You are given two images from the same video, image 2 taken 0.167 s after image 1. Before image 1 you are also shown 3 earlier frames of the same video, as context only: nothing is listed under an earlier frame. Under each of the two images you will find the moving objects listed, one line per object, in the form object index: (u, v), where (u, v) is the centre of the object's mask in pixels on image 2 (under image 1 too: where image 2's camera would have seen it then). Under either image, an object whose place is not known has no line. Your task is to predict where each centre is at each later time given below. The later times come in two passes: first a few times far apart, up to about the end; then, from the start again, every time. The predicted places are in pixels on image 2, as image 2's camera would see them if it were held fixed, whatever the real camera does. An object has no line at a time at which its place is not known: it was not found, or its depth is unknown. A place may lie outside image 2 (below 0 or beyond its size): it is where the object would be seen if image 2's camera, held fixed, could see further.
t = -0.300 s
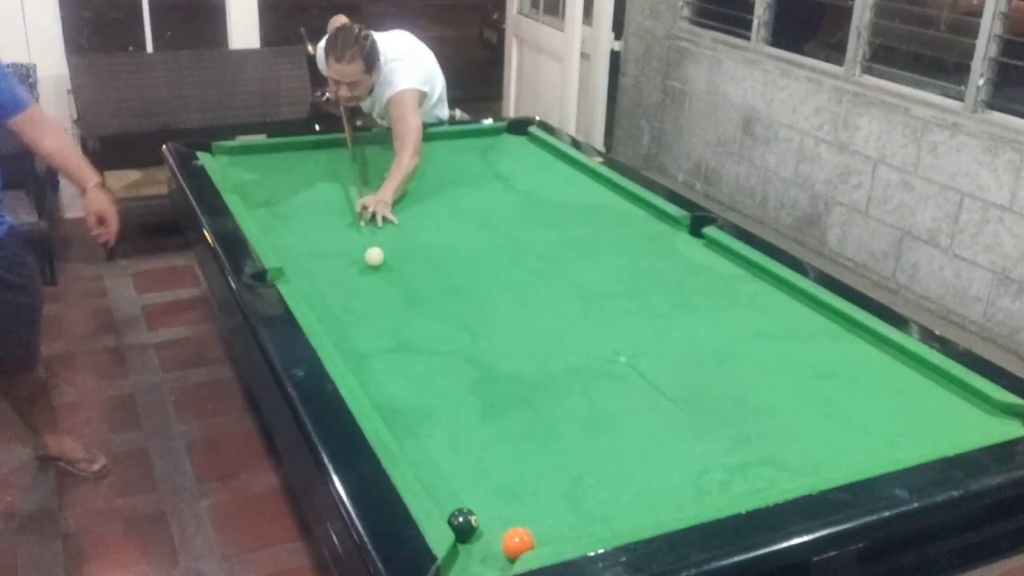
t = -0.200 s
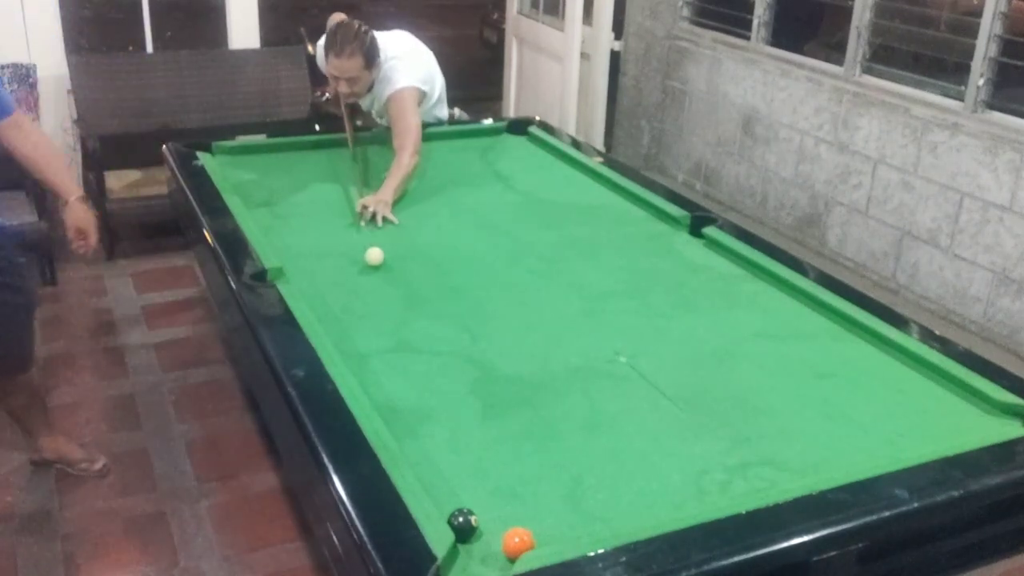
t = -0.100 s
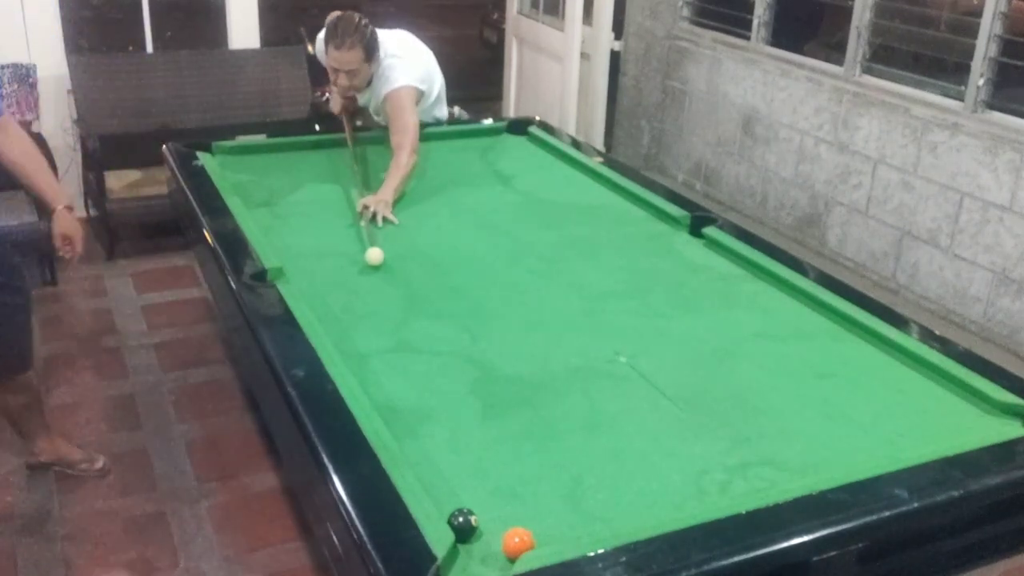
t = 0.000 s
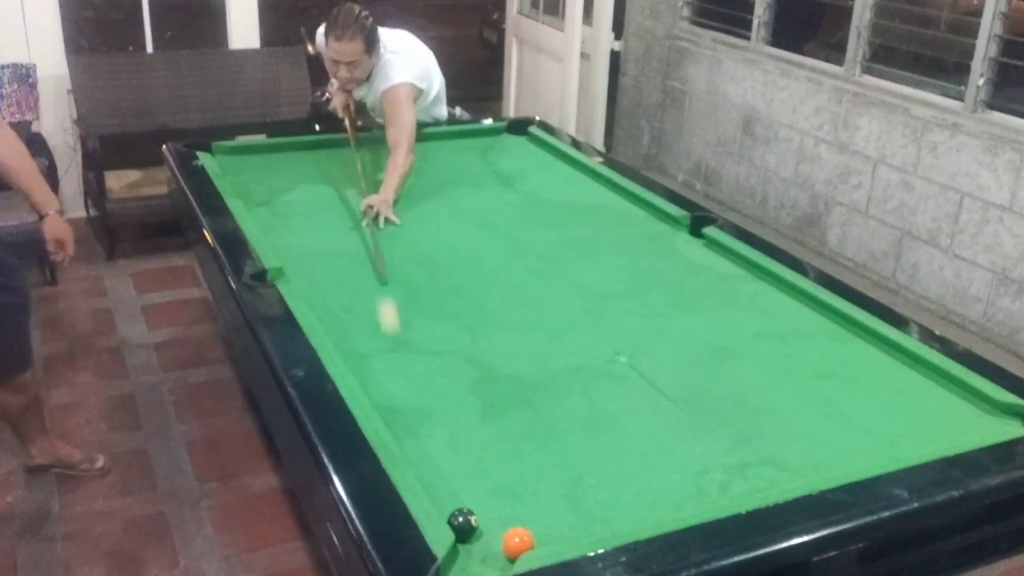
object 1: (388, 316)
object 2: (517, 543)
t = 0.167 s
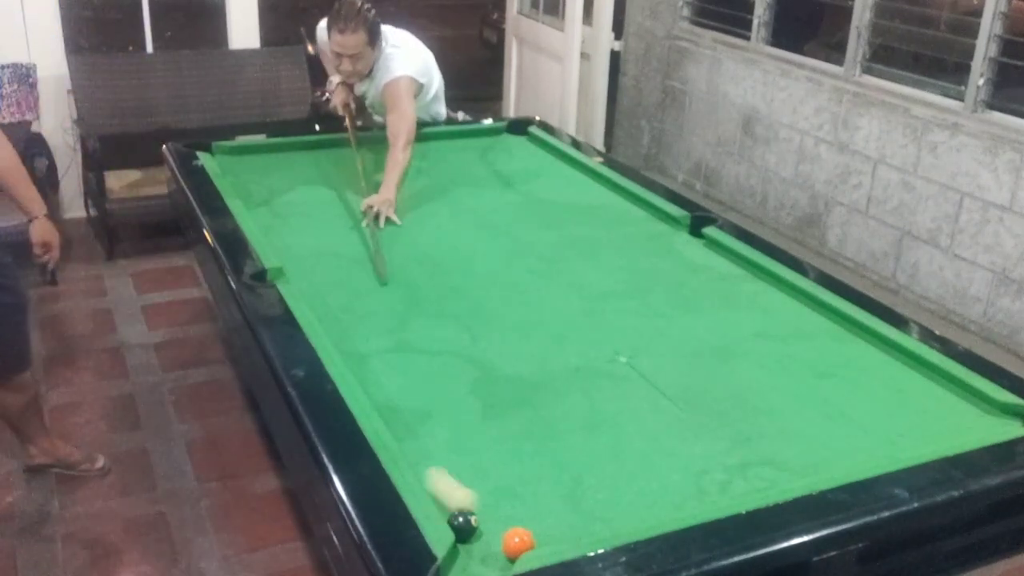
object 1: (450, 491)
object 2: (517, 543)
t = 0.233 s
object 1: (520, 506)
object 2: (529, 539)
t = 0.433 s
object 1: (666, 499)
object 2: (592, 520)
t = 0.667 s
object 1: (756, 452)
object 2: (648, 499)
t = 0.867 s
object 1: (819, 416)
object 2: (691, 482)
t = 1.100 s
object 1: (883, 380)
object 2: (736, 463)
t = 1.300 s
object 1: (889, 358)
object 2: (771, 448)
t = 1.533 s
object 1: (814, 345)
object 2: (808, 432)
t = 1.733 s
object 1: (754, 335)
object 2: (837, 420)
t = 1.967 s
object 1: (686, 323)
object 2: (868, 406)
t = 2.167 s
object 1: (632, 313)
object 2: (891, 396)
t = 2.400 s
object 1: (572, 303)
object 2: (917, 385)
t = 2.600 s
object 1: (524, 295)
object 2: (937, 377)
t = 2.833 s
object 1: (470, 285)
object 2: (920, 378)
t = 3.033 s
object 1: (426, 277)
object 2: (905, 380)
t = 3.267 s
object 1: (378, 269)
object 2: (889, 381)
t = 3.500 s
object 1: (331, 261)
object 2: (873, 383)
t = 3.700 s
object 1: (295, 255)
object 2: (862, 385)
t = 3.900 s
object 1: (288, 248)
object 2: (849, 385)
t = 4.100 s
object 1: (298, 242)
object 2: (840, 387)
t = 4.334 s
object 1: (310, 235)
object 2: (829, 388)
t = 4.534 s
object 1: (319, 230)
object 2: (820, 389)
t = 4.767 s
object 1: (328, 224)
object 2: (811, 391)
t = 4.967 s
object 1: (335, 220)
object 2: (806, 393)
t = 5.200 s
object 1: (343, 216)
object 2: (800, 395)
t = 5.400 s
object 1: (349, 212)
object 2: (795, 396)
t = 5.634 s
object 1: (356, 210)
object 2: (791, 396)
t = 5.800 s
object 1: (360, 207)
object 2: (788, 397)
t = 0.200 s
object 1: (485, 504)
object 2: (517, 542)
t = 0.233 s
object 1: (520, 506)
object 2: (529, 539)
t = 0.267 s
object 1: (551, 508)
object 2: (545, 536)
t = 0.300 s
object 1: (580, 509)
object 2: (557, 533)
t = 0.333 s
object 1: (606, 511)
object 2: (565, 529)
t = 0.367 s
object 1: (631, 510)
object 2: (575, 526)
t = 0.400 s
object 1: (652, 506)
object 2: (583, 523)
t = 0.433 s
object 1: (666, 499)
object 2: (592, 520)
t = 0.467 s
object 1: (681, 493)
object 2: (600, 517)
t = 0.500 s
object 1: (695, 487)
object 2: (609, 514)
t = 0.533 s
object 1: (708, 479)
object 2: (617, 511)
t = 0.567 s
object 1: (720, 472)
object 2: (625, 508)
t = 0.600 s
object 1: (732, 465)
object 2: (633, 505)
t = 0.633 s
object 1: (744, 459)
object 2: (640, 502)
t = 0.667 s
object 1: (756, 452)
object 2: (648, 499)
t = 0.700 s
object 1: (767, 445)
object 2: (656, 496)
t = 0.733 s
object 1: (778, 439)
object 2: (663, 494)
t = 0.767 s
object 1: (789, 433)
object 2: (670, 491)
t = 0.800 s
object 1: (799, 427)
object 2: (678, 488)
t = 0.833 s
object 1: (809, 422)
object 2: (684, 485)
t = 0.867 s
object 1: (819, 416)
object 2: (691, 482)
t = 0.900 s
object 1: (829, 411)
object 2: (698, 478)
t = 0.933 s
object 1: (838, 405)
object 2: (705, 476)
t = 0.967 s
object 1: (848, 400)
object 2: (711, 473)
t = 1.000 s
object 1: (857, 395)
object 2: (717, 470)
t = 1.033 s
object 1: (865, 390)
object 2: (724, 468)
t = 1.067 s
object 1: (874, 385)
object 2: (730, 465)
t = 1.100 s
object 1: (883, 380)
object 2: (736, 463)
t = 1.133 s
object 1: (892, 375)
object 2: (742, 460)
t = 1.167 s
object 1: (900, 371)
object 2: (748, 457)
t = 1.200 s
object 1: (908, 366)
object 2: (754, 455)
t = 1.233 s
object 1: (912, 363)
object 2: (760, 452)
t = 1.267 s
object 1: (901, 360)
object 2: (766, 450)
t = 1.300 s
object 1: (889, 358)
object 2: (771, 448)
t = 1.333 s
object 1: (878, 356)
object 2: (777, 446)
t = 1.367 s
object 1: (867, 355)
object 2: (782, 443)
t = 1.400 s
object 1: (856, 353)
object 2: (788, 441)
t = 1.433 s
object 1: (845, 351)
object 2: (792, 439)
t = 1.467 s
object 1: (835, 349)
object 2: (798, 436)
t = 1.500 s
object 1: (825, 347)
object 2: (803, 434)
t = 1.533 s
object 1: (814, 345)
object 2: (808, 432)
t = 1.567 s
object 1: (804, 344)
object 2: (813, 430)
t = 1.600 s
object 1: (794, 342)
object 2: (818, 427)
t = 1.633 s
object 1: (783, 340)
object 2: (822, 425)
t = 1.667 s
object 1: (774, 338)
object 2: (828, 424)
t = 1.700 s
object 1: (764, 336)
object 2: (832, 421)
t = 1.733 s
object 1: (754, 335)
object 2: (837, 420)
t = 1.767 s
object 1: (744, 333)
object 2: (841, 417)
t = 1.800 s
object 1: (734, 331)
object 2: (846, 415)
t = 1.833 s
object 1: (724, 330)
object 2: (850, 413)
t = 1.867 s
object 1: (715, 328)
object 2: (855, 411)
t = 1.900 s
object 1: (705, 326)
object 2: (859, 410)
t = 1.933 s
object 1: (696, 325)
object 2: (864, 407)
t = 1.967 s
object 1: (686, 323)
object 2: (868, 406)
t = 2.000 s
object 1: (677, 321)
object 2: (871, 404)
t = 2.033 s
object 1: (667, 320)
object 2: (875, 403)
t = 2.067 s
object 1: (659, 318)
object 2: (879, 401)
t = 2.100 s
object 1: (650, 316)
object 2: (883, 399)
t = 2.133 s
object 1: (641, 315)
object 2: (887, 397)
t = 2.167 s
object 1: (632, 313)
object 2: (891, 396)
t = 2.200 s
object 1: (623, 312)
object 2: (895, 394)
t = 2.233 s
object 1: (614, 310)
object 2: (899, 393)
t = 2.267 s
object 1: (606, 309)
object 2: (903, 391)
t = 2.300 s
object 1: (597, 308)
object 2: (906, 390)
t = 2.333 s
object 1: (589, 306)
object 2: (911, 388)
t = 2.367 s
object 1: (580, 305)
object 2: (914, 387)
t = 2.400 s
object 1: (572, 303)
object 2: (917, 385)
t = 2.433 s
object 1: (564, 302)
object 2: (921, 384)
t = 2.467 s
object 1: (556, 301)
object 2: (924, 383)
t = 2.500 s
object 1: (547, 299)
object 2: (928, 381)
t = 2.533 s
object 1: (539, 298)
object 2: (931, 380)
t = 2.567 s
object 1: (531, 296)
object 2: (935, 378)
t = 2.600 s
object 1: (524, 295)
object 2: (937, 377)
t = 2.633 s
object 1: (515, 293)
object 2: (936, 377)
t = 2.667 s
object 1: (508, 292)
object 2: (933, 377)
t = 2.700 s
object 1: (500, 291)
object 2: (930, 377)
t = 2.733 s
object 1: (492, 289)
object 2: (928, 378)
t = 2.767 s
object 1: (485, 288)
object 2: (925, 378)
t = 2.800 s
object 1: (477, 286)
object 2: (923, 378)
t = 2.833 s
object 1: (470, 285)
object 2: (920, 378)
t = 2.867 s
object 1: (462, 284)
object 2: (917, 378)
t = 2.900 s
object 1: (455, 282)
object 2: (915, 379)
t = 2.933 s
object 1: (448, 281)
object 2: (912, 379)
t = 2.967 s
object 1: (440, 280)
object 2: (910, 379)
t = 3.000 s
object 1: (434, 279)
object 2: (908, 380)
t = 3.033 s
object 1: (426, 277)
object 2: (905, 380)
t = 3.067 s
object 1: (419, 276)
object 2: (903, 380)
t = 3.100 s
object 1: (412, 275)
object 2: (900, 380)
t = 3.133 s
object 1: (405, 274)
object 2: (898, 380)
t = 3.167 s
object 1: (398, 273)
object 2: (896, 380)
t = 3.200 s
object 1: (391, 271)
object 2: (893, 381)
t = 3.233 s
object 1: (384, 270)
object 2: (891, 381)
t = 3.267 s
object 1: (378, 269)
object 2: (889, 381)
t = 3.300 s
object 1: (371, 268)
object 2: (886, 382)
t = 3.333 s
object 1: (364, 267)
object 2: (884, 382)
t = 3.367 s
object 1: (357, 266)
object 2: (882, 382)
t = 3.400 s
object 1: (351, 264)
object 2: (880, 383)
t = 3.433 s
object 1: (344, 263)
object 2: (878, 383)
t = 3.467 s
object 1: (338, 262)
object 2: (876, 383)
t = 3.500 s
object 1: (331, 261)
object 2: (873, 383)
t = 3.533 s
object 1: (325, 260)
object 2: (872, 384)
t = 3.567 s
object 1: (319, 259)
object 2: (869, 384)
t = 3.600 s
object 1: (313, 258)
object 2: (867, 384)
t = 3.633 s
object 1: (307, 257)
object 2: (865, 384)
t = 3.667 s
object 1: (301, 256)
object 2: (863, 384)
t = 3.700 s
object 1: (295, 255)
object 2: (862, 385)
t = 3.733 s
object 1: (289, 254)
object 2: (860, 385)
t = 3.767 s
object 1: (283, 252)
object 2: (858, 385)
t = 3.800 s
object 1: (284, 251)
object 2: (856, 385)
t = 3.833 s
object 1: (285, 250)
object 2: (854, 385)
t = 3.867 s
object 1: (286, 249)
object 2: (852, 385)
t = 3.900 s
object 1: (288, 248)
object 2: (849, 385)
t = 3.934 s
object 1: (290, 247)
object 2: (848, 386)
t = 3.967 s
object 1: (291, 246)
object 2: (847, 386)
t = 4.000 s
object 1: (293, 245)
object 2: (845, 386)
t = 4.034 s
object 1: (295, 244)
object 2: (843, 386)
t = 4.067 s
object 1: (297, 243)
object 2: (841, 386)
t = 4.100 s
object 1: (298, 242)
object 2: (840, 387)
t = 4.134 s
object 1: (300, 241)
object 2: (838, 387)
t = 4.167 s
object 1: (301, 240)
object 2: (836, 387)
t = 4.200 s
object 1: (303, 239)
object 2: (835, 387)
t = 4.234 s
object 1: (305, 238)
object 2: (833, 388)
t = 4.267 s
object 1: (306, 237)
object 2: (832, 388)
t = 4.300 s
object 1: (308, 236)
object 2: (831, 388)
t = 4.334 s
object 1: (310, 235)
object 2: (829, 388)
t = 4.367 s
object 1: (311, 234)
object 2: (827, 388)
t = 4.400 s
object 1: (313, 233)
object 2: (825, 388)
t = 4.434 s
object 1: (314, 232)
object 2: (825, 389)
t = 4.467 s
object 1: (316, 232)
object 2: (823, 389)
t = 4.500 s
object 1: (317, 231)
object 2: (822, 389)
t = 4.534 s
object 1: (319, 230)
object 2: (820, 389)
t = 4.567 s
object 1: (320, 229)
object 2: (819, 390)
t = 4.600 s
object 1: (321, 228)
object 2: (818, 390)
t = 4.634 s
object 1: (323, 228)
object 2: (816, 390)
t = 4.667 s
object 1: (324, 227)
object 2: (815, 390)
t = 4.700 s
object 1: (325, 226)
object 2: (814, 391)
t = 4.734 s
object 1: (327, 225)
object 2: (813, 391)
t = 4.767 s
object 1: (328, 224)
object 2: (811, 391)
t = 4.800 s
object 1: (329, 224)
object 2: (811, 392)
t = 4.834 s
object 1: (330, 223)
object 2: (809, 392)
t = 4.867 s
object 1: (332, 222)
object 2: (809, 392)
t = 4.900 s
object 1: (333, 221)
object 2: (808, 392)
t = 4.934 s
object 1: (334, 221)
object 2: (807, 393)
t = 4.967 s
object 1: (335, 220)
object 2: (806, 393)
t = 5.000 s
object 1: (337, 219)
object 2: (805, 393)
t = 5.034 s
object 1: (338, 218)
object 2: (804, 394)
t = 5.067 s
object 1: (339, 218)
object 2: (804, 394)
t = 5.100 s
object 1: (340, 218)
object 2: (802, 394)
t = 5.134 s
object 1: (341, 217)
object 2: (802, 394)
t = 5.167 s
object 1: (342, 217)
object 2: (801, 394)
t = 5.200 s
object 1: (343, 216)
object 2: (800, 395)
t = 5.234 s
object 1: (344, 215)
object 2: (799, 395)
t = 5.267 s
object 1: (345, 215)
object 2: (799, 395)
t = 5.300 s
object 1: (346, 214)
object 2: (798, 395)
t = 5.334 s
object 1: (347, 214)
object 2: (797, 395)
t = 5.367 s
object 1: (348, 213)
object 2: (797, 395)
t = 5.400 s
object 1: (349, 212)
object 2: (795, 396)
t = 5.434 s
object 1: (350, 212)
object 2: (795, 396)
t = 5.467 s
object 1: (351, 212)
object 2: (795, 396)
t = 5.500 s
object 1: (352, 211)
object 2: (793, 396)
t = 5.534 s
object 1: (353, 211)
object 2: (792, 396)
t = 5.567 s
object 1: (354, 210)
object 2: (792, 396)
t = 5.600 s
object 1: (355, 210)
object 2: (791, 396)
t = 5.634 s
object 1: (356, 210)
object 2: (791, 396)
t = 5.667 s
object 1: (356, 209)
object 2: (791, 396)
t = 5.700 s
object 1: (357, 209)
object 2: (790, 397)
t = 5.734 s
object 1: (358, 208)
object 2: (789, 397)
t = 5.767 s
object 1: (359, 208)
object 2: (789, 397)
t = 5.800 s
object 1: (360, 207)
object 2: (788, 397)
